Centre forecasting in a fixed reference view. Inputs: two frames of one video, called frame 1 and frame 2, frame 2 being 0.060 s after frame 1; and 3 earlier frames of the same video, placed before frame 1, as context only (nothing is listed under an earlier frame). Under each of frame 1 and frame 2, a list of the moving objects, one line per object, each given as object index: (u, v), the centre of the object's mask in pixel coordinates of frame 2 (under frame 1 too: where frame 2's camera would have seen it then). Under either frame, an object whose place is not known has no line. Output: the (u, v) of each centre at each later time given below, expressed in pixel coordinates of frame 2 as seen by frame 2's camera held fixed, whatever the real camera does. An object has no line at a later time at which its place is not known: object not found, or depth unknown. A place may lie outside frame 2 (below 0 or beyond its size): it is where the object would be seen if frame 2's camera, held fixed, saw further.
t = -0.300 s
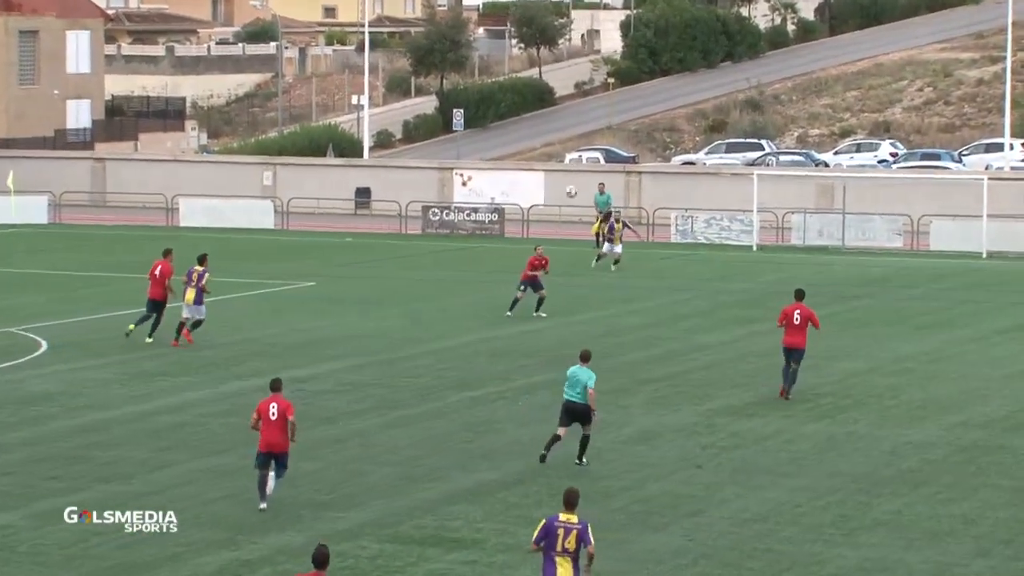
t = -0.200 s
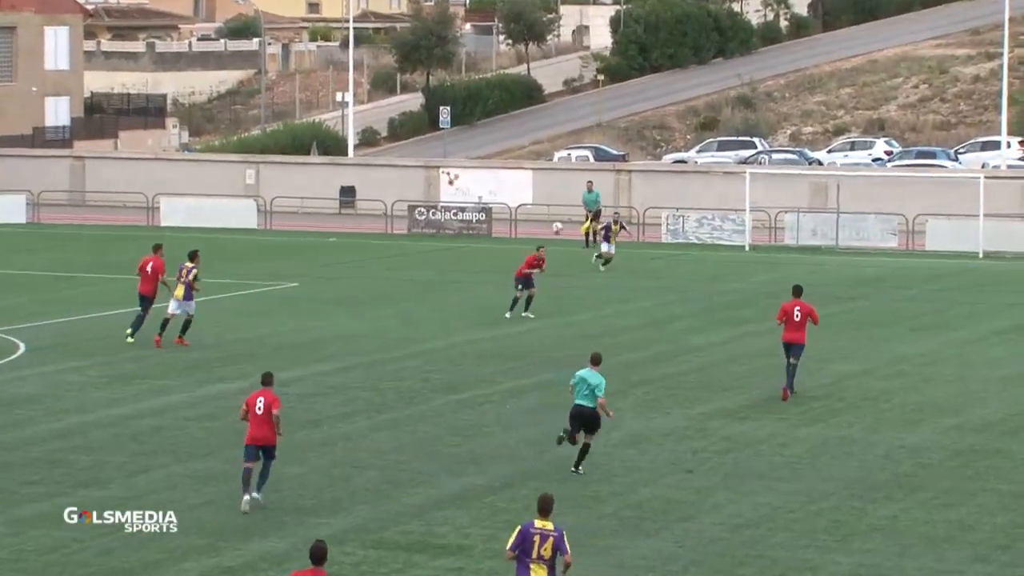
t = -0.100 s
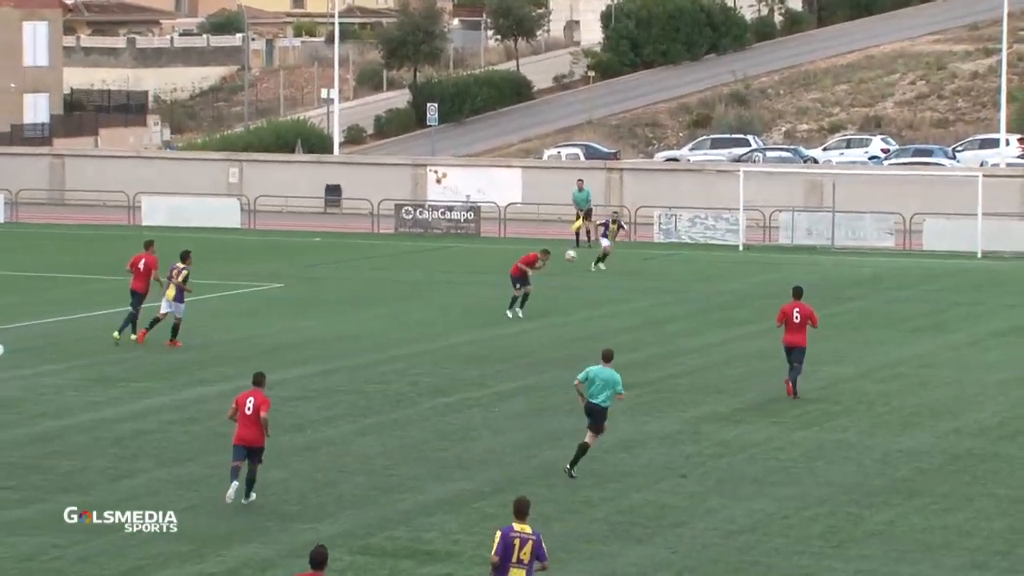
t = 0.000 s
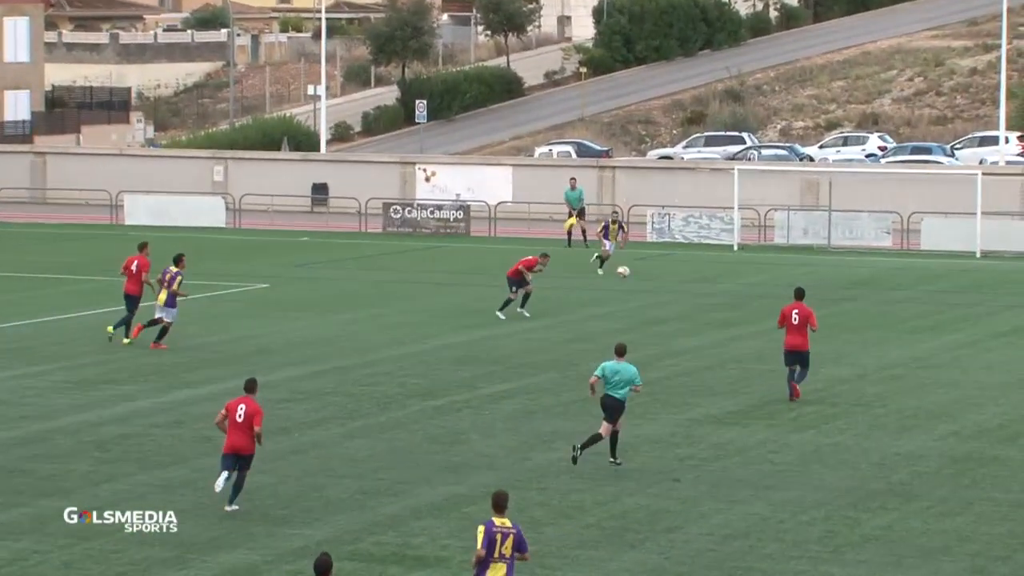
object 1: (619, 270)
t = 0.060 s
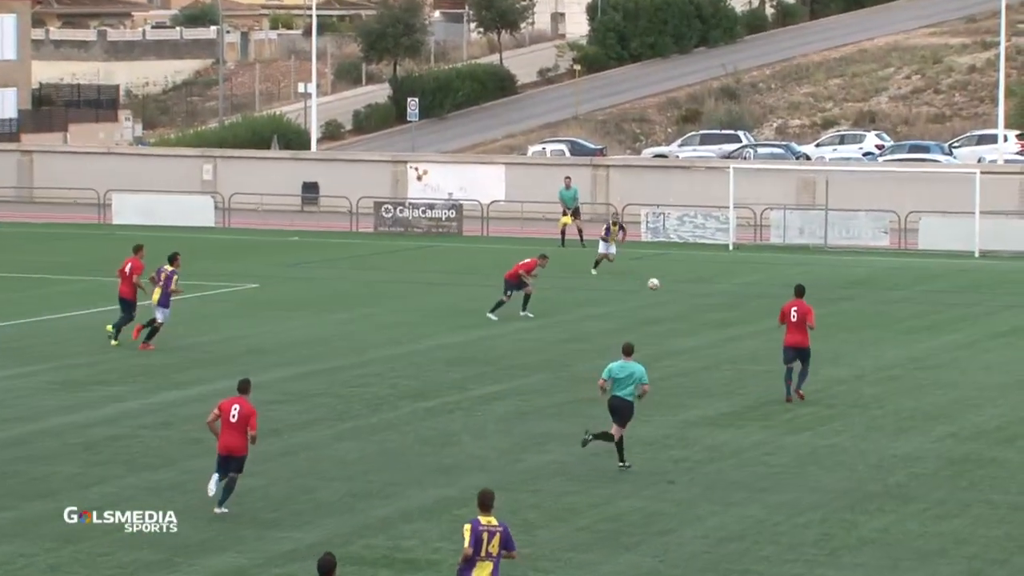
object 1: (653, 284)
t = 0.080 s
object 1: (664, 288)
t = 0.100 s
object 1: (675, 292)
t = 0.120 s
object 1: (687, 298)
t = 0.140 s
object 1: (698, 303)
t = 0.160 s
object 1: (710, 308)
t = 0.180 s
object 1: (721, 314)
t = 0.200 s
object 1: (731, 318)
